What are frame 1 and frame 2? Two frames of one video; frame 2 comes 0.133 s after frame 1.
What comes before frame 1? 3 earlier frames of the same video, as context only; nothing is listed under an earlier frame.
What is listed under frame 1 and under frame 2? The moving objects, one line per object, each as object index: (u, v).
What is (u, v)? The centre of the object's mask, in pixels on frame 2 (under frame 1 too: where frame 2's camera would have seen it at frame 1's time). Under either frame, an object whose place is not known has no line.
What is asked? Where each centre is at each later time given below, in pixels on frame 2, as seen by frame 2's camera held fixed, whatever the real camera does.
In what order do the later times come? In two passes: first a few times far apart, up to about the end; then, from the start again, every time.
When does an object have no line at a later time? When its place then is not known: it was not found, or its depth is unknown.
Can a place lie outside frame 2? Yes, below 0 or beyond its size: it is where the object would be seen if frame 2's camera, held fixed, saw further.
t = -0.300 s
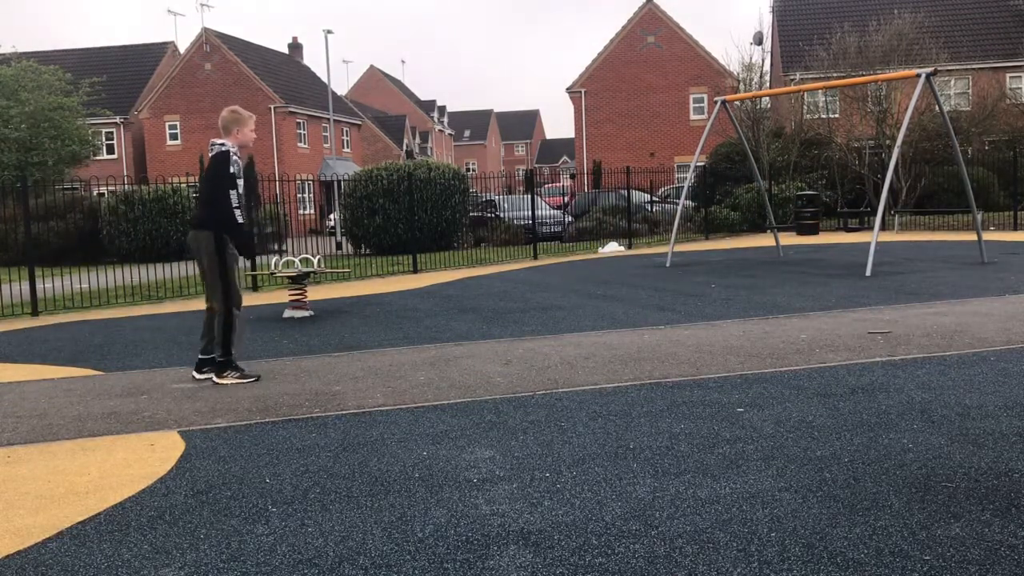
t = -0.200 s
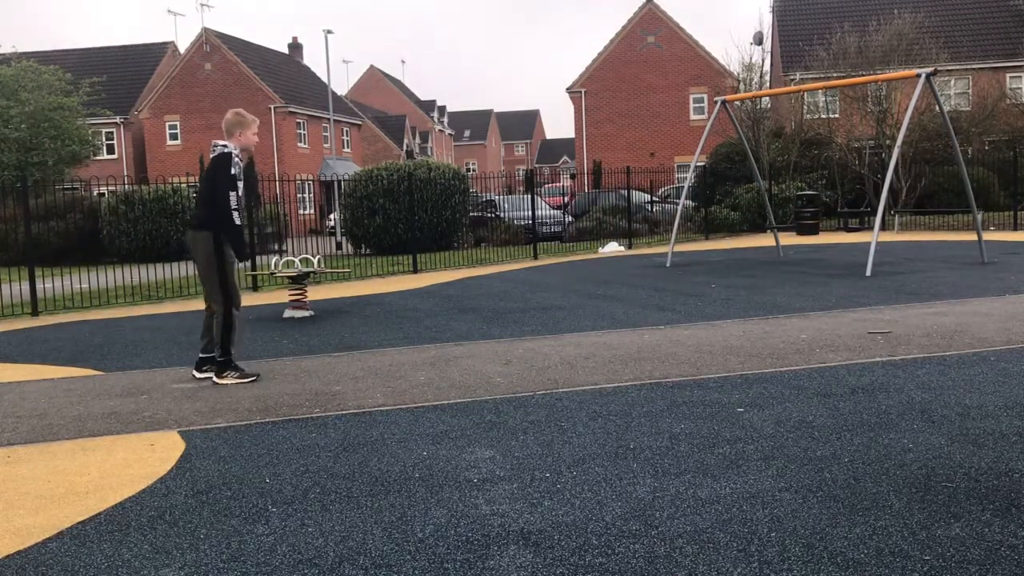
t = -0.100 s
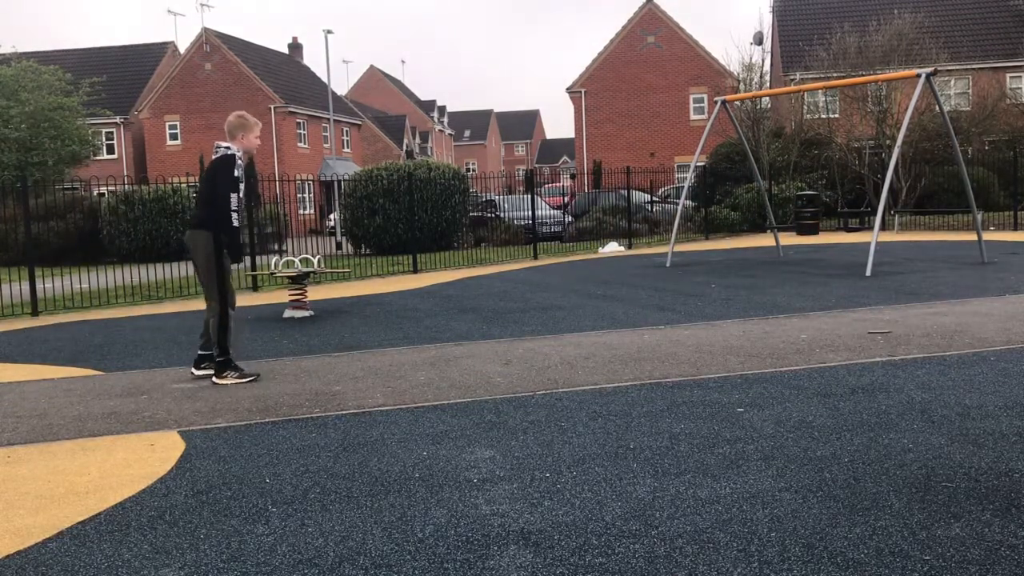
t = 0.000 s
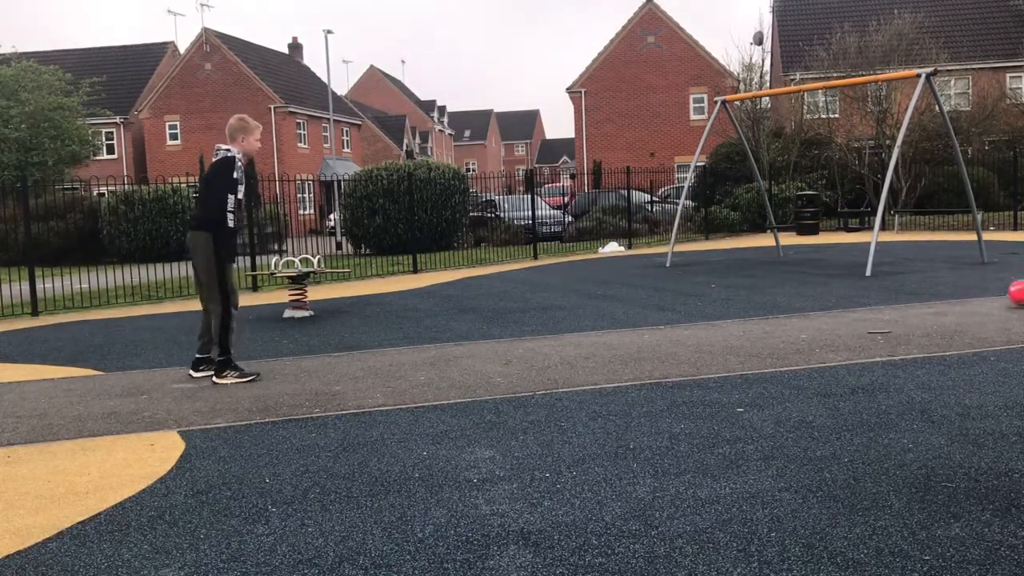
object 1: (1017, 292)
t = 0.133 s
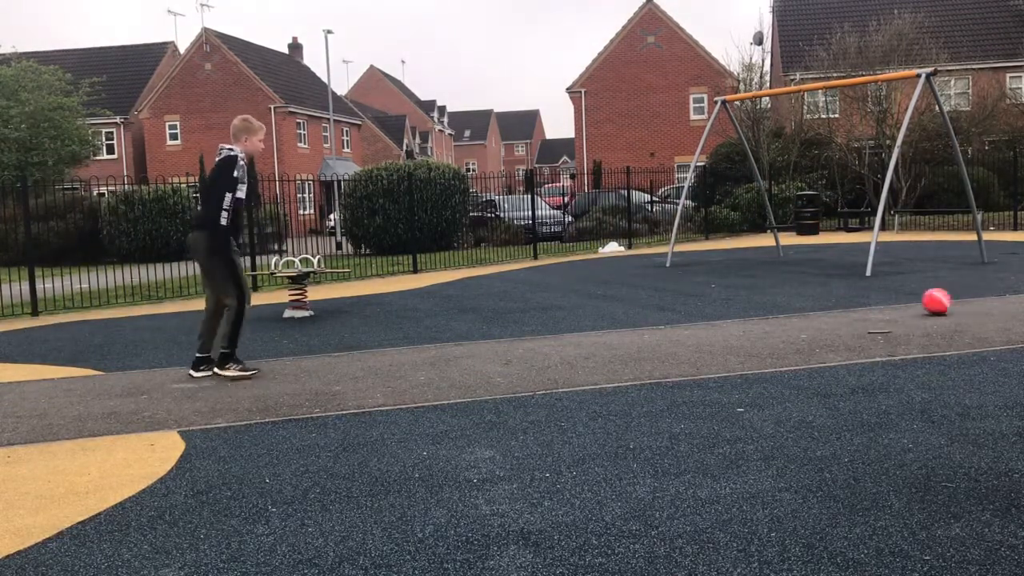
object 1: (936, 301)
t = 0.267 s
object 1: (857, 306)
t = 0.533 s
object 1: (723, 315)
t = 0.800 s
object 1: (596, 325)
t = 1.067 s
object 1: (466, 334)
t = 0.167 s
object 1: (917, 302)
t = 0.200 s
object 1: (897, 303)
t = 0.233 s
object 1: (876, 306)
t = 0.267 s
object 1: (857, 306)
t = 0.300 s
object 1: (839, 308)
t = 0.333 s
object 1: (821, 310)
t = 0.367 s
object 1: (803, 310)
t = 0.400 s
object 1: (786, 311)
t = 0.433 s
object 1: (769, 313)
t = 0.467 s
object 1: (753, 313)
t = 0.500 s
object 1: (738, 314)
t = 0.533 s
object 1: (723, 315)
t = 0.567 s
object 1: (707, 317)
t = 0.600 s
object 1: (691, 319)
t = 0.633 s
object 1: (676, 319)
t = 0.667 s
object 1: (660, 321)
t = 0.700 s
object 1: (645, 322)
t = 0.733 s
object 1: (629, 323)
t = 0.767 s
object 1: (612, 324)
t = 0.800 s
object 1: (596, 325)
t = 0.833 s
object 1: (580, 326)
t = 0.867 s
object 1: (564, 328)
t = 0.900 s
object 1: (549, 330)
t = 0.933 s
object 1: (532, 331)
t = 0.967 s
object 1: (516, 332)
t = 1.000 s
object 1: (499, 334)
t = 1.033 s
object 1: (483, 334)
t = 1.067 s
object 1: (466, 334)
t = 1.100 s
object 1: (450, 337)
